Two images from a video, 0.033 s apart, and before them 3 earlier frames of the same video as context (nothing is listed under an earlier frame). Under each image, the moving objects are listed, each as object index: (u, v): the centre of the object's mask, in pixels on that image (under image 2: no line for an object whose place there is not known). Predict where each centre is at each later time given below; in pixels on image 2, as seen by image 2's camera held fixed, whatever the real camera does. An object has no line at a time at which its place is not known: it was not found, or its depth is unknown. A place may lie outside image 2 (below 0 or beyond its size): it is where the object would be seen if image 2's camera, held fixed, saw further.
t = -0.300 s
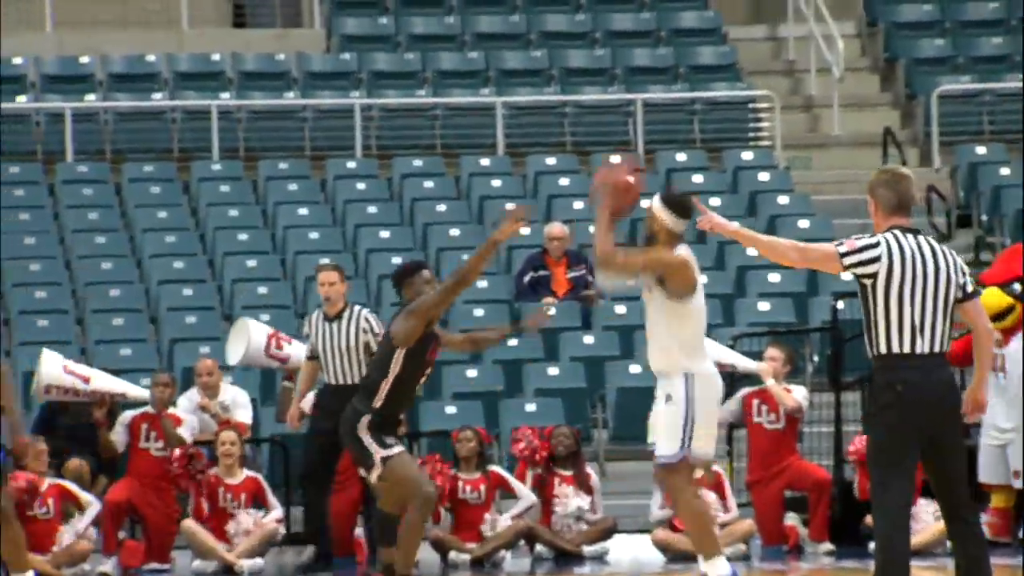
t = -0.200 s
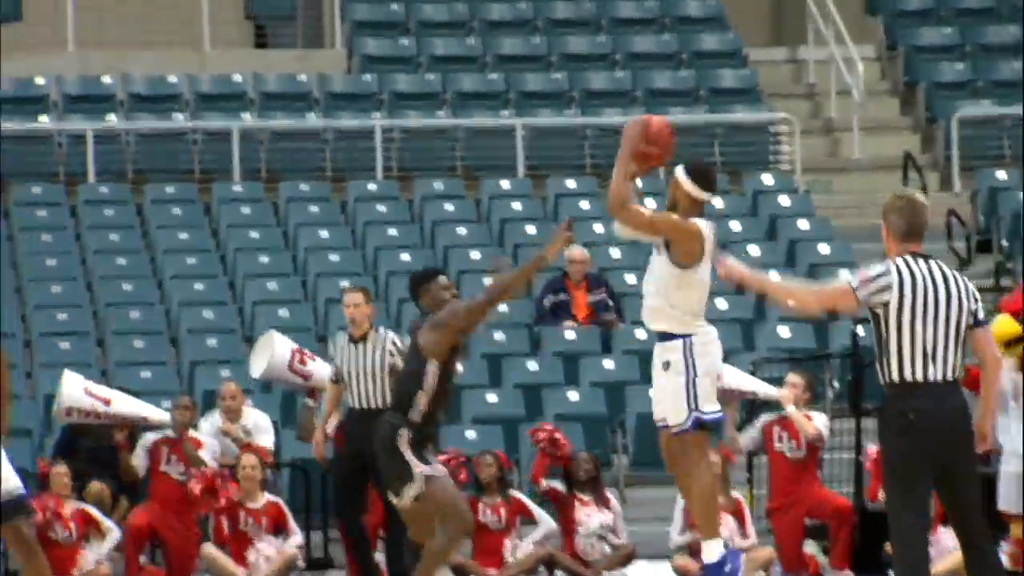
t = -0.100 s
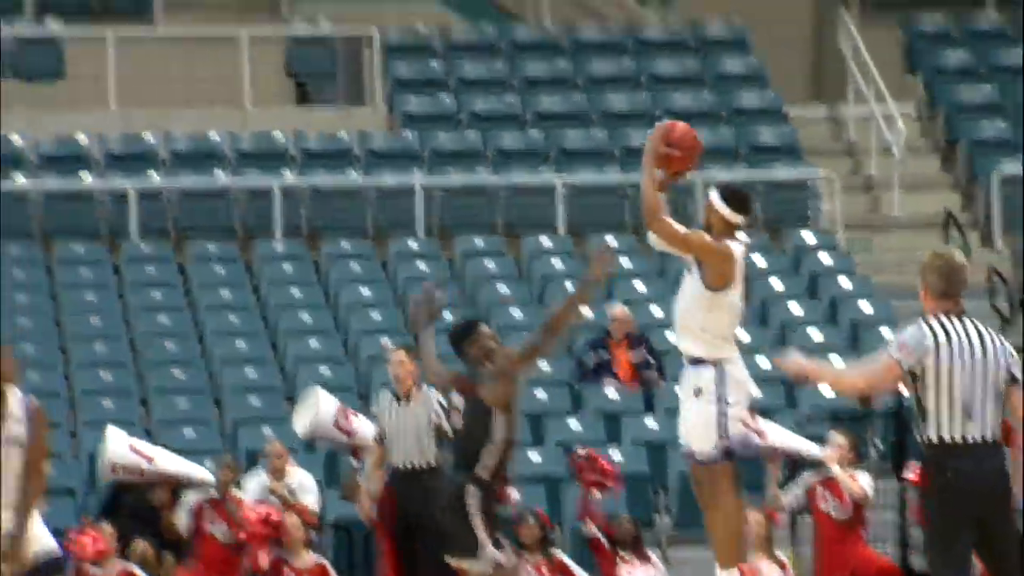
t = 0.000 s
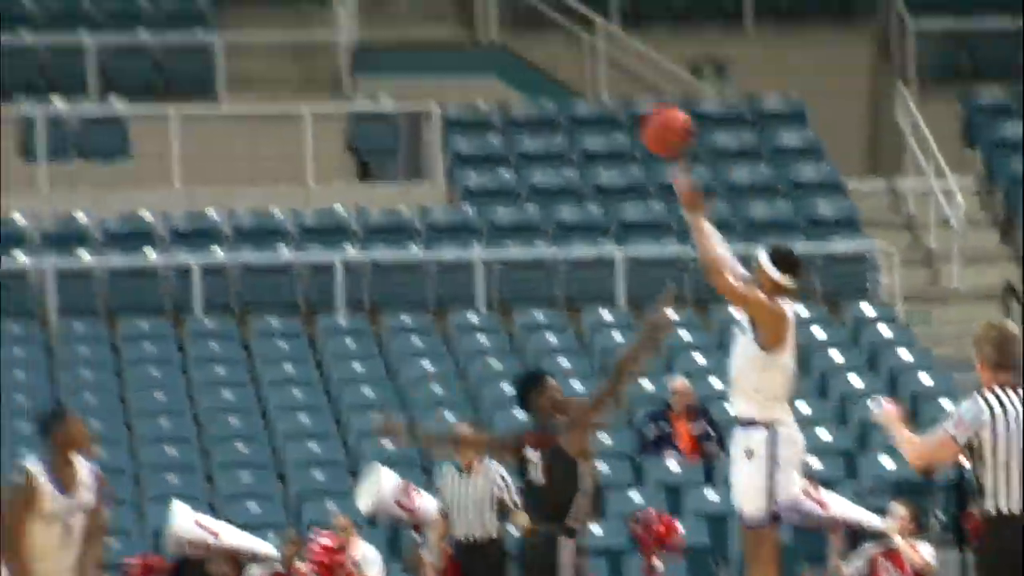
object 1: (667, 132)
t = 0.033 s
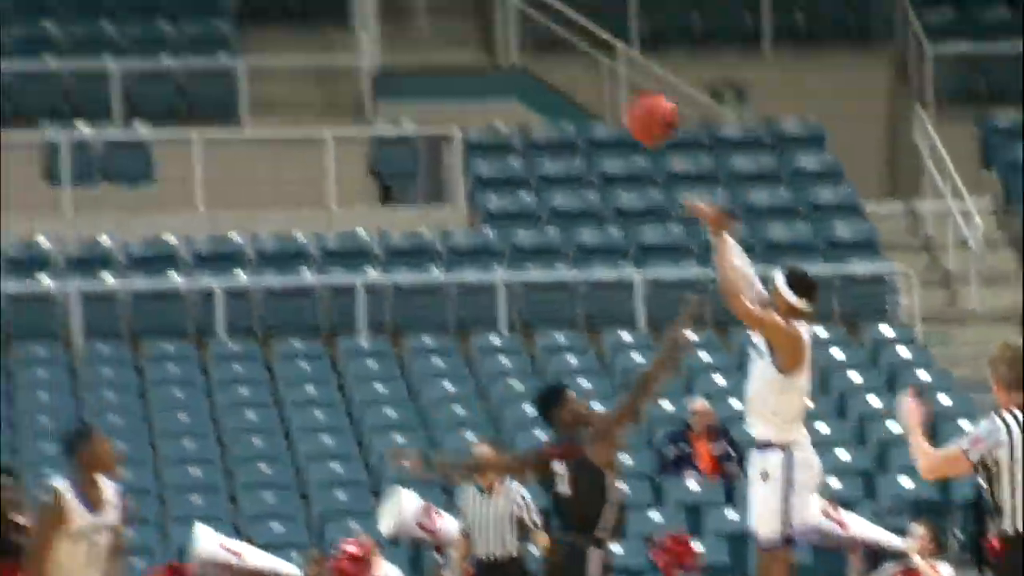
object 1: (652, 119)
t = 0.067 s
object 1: (618, 87)
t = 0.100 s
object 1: (586, 59)
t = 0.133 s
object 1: (553, 32)
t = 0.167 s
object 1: (521, 7)
